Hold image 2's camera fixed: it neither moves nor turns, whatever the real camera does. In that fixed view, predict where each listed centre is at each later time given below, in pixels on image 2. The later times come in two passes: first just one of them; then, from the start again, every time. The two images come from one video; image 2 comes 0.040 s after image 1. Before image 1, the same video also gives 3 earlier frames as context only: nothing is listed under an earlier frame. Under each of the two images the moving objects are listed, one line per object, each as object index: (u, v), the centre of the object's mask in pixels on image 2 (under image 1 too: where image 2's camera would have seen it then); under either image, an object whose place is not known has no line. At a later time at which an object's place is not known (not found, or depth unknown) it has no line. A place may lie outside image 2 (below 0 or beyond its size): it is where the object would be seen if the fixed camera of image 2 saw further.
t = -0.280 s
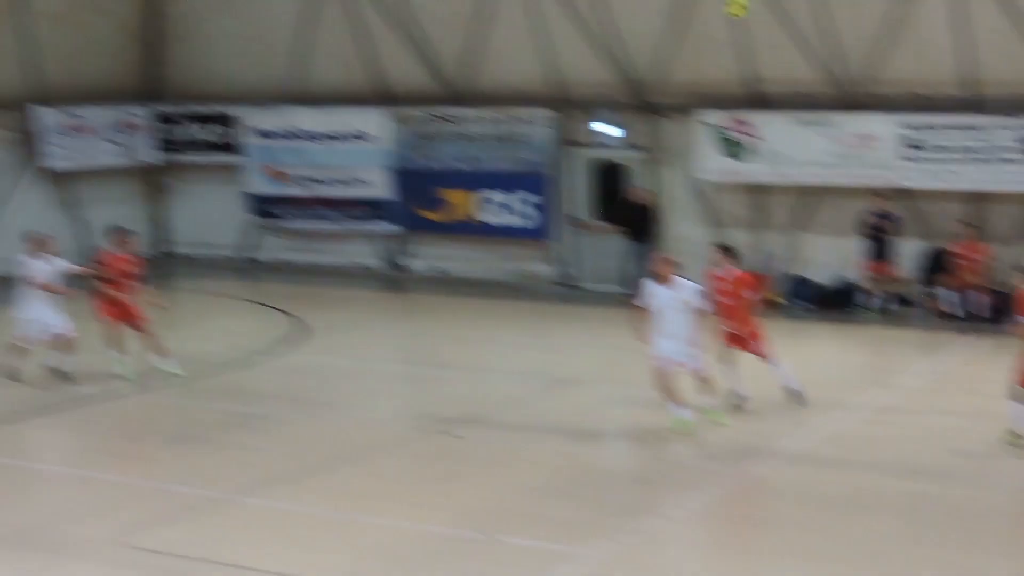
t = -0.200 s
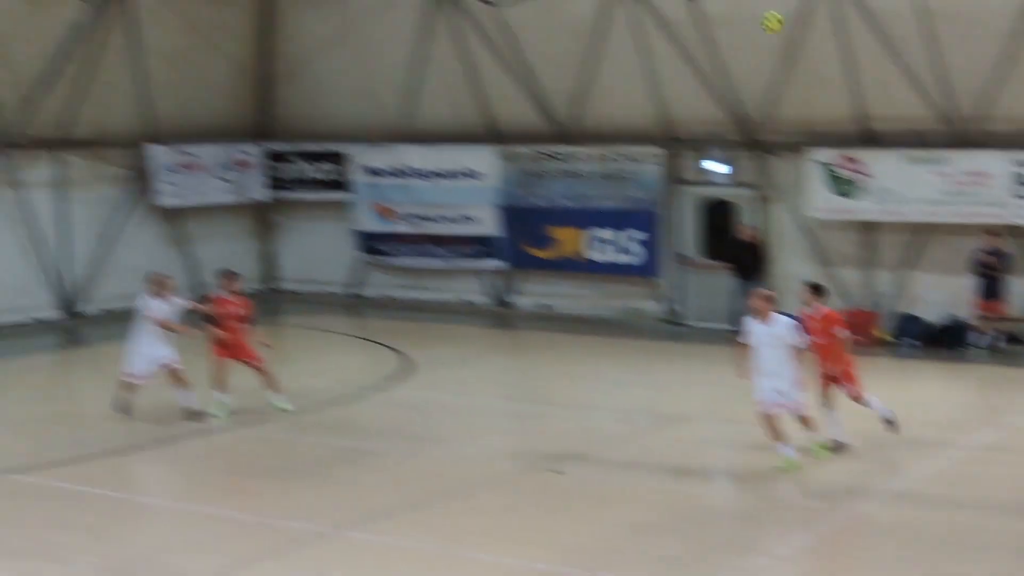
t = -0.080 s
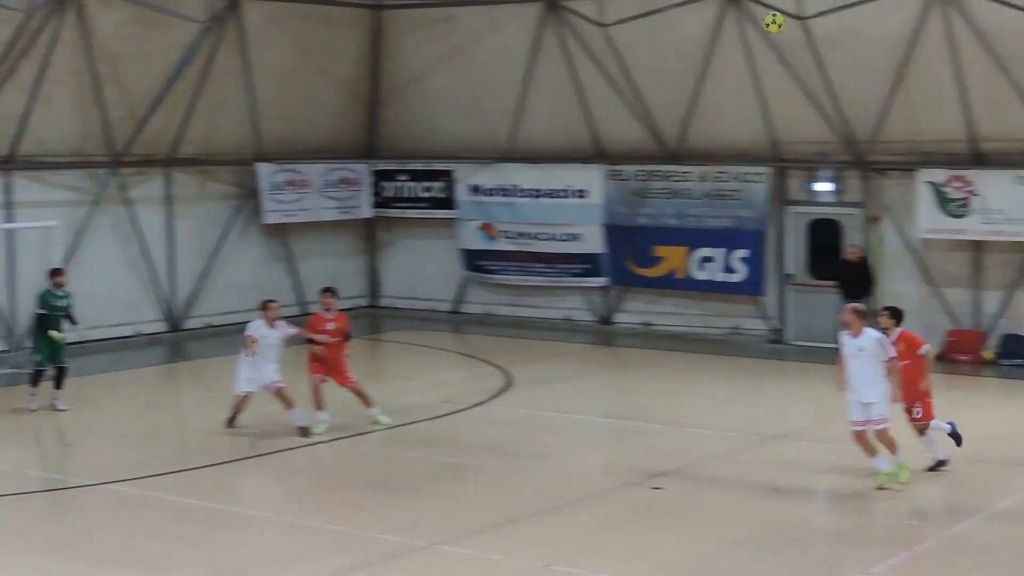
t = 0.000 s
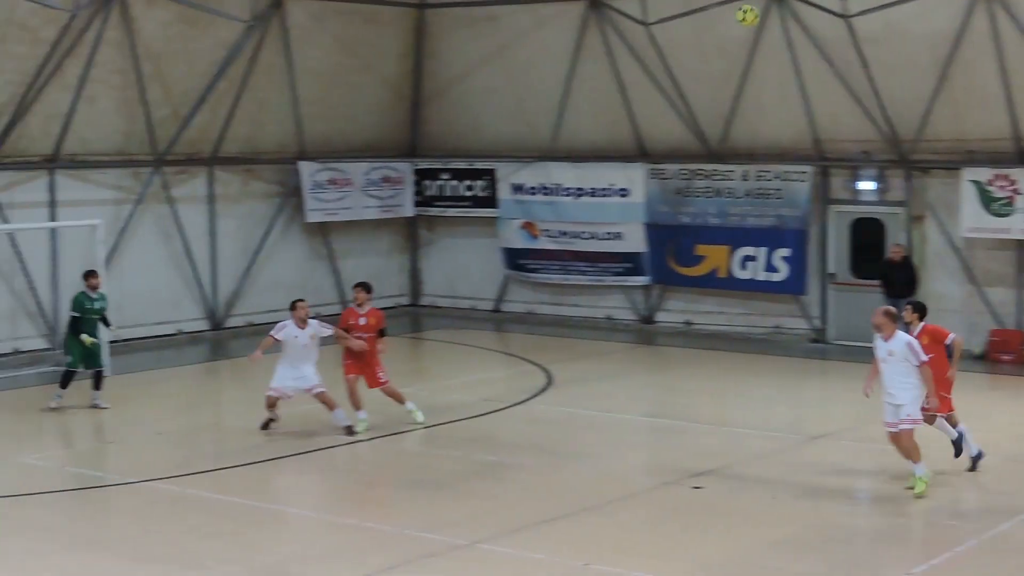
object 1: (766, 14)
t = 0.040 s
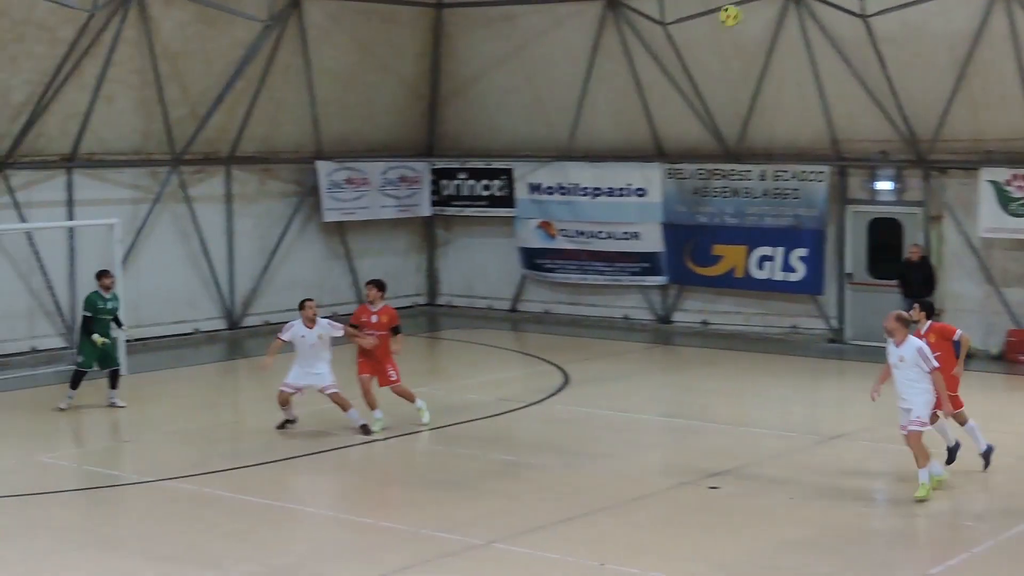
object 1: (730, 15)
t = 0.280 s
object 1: (534, 49)
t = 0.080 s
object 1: (697, 18)
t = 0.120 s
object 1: (663, 21)
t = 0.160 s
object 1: (630, 26)
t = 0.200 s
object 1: (598, 33)
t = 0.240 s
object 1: (566, 40)
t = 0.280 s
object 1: (534, 49)
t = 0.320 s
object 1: (502, 59)
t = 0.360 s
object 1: (473, 72)
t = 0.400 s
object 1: (442, 84)
